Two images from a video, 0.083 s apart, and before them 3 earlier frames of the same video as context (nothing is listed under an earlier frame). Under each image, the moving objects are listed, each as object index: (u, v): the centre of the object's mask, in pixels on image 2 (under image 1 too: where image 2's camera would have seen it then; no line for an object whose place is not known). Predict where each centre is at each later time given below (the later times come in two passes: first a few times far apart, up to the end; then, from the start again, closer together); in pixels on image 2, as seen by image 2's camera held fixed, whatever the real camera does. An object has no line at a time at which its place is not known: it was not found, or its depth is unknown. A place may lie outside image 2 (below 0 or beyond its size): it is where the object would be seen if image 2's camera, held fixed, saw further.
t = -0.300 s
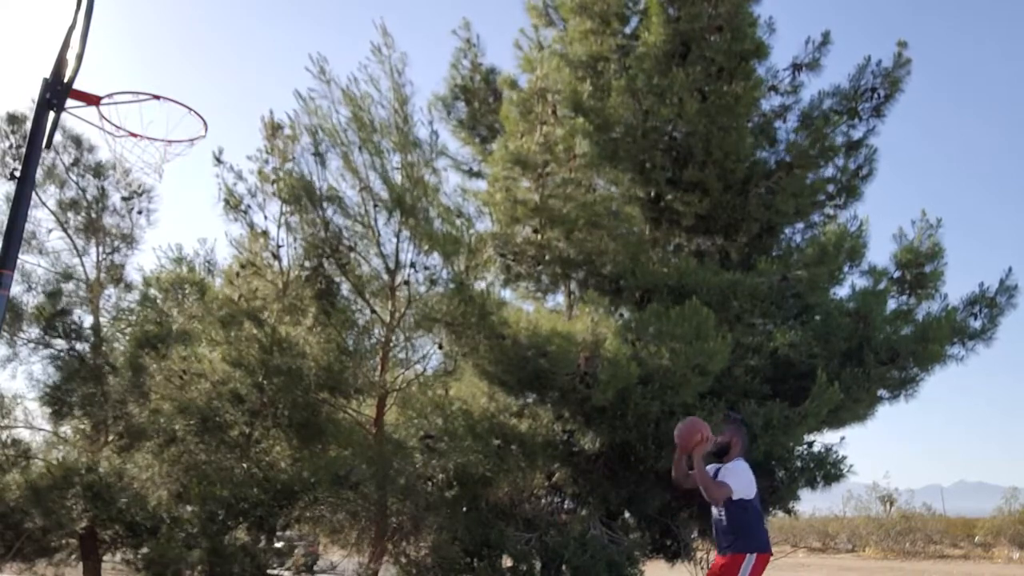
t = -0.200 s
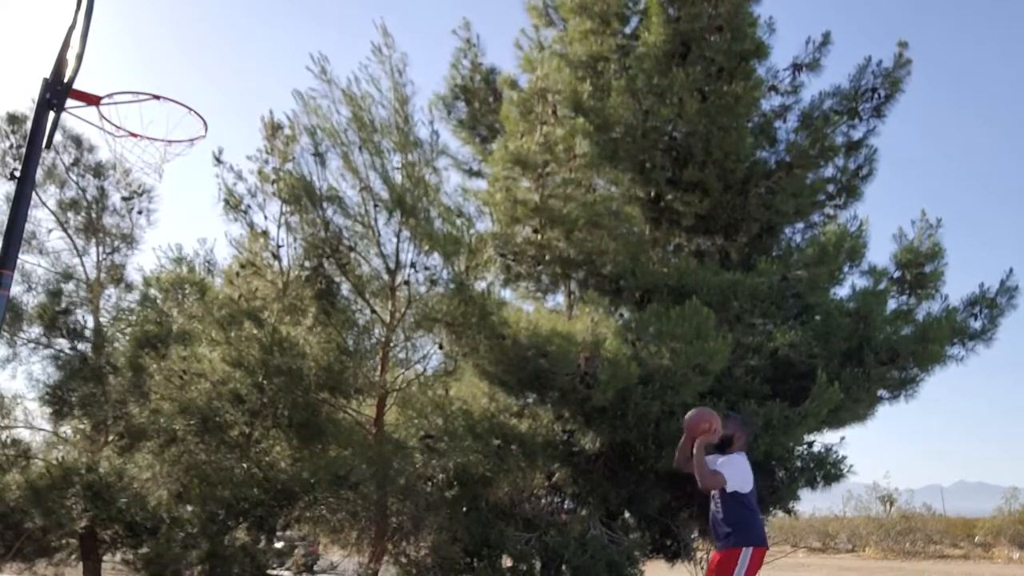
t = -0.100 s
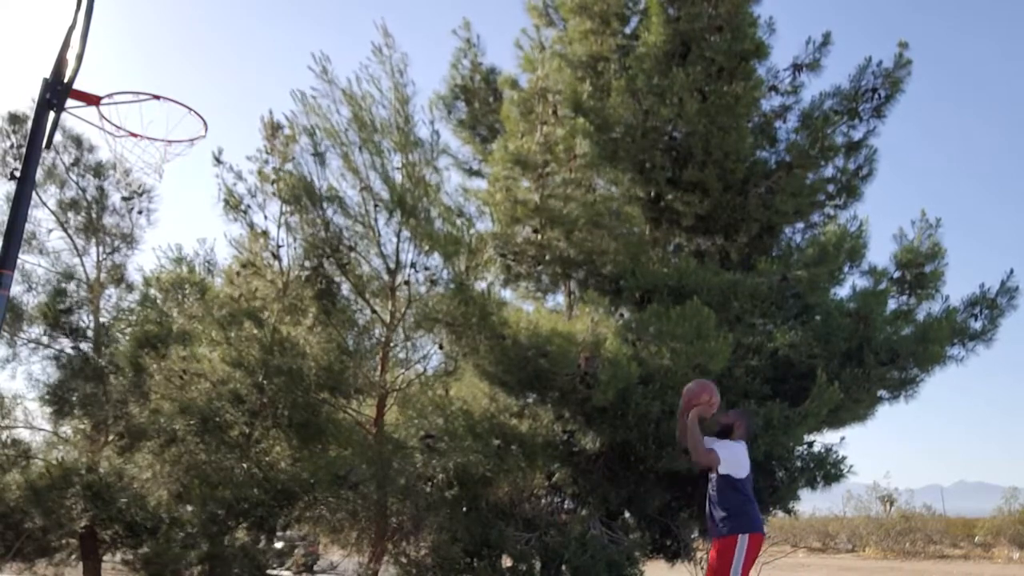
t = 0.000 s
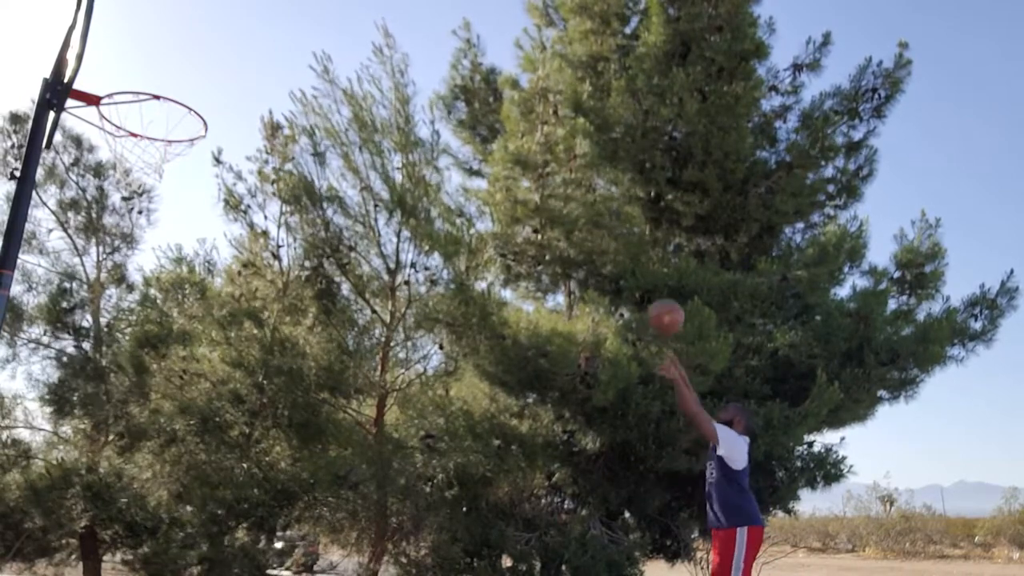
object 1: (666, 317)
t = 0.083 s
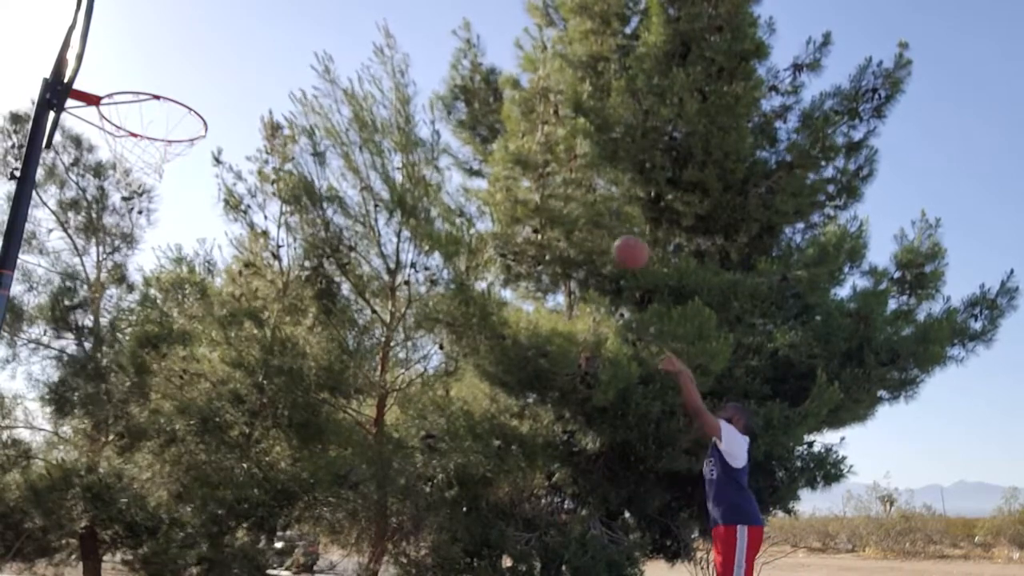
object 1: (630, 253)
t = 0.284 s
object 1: (544, 132)
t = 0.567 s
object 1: (410, 42)
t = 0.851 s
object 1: (239, 71)
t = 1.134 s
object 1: (62, 222)
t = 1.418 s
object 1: (85, 553)
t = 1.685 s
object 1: (207, 479)
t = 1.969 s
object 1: (332, 357)
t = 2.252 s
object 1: (417, 383)
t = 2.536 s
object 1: (487, 526)
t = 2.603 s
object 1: (502, 566)
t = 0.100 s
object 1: (623, 240)
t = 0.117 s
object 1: (616, 229)
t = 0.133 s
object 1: (609, 219)
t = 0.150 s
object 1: (602, 208)
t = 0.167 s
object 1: (596, 197)
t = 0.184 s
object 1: (587, 187)
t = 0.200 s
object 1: (580, 176)
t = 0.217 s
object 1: (573, 167)
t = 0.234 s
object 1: (566, 158)
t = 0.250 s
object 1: (558, 149)
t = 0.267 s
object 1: (552, 140)
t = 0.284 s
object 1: (544, 132)
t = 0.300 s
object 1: (536, 124)
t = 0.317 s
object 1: (529, 116)
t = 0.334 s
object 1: (521, 108)
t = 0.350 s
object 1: (513, 102)
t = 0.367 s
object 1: (505, 94)
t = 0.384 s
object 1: (498, 88)
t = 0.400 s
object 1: (491, 82)
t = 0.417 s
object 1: (483, 76)
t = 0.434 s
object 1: (475, 70)
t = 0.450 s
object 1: (469, 66)
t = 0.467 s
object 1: (460, 62)
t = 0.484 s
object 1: (453, 57)
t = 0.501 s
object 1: (444, 53)
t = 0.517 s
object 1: (436, 50)
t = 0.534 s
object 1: (428, 47)
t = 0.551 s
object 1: (419, 44)
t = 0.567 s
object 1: (410, 42)
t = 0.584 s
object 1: (402, 40)
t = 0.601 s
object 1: (393, 39)
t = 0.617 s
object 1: (384, 38)
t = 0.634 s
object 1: (375, 37)
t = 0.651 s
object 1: (365, 37)
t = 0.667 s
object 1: (356, 37)
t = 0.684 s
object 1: (346, 38)
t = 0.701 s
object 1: (336, 39)
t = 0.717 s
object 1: (327, 41)
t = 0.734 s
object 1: (316, 43)
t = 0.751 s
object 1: (306, 46)
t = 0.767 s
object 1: (296, 48)
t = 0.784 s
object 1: (284, 52)
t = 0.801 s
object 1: (273, 56)
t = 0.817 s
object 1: (262, 61)
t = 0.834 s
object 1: (251, 66)
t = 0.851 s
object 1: (239, 71)
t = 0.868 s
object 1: (227, 78)
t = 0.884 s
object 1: (214, 85)
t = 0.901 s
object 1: (202, 92)
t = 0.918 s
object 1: (189, 101)
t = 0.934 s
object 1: (176, 110)
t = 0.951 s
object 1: (162, 119)
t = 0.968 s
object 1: (148, 130)
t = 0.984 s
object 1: (133, 141)
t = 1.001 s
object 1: (119, 153)
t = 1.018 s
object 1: (108, 160)
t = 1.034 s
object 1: (100, 166)
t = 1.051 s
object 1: (92, 173)
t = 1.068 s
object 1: (84, 180)
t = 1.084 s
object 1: (75, 188)
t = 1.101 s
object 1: (66, 197)
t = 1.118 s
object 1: (60, 207)
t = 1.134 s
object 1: (62, 222)
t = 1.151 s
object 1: (64, 236)
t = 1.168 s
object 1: (67, 252)
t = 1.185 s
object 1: (69, 267)
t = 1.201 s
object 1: (71, 283)
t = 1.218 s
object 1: (72, 300)
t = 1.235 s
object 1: (74, 317)
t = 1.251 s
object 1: (75, 335)
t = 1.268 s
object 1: (79, 355)
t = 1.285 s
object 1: (81, 375)
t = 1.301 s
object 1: (81, 395)
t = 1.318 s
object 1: (82, 416)
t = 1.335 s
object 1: (82, 439)
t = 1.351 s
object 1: (83, 462)
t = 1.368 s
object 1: (83, 484)
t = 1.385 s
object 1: (84, 509)
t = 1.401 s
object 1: (84, 532)
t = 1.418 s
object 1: (85, 553)
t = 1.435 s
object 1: (88, 566)
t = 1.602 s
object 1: (160, 553)
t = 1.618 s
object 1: (170, 539)
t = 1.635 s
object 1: (180, 523)
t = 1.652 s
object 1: (190, 507)
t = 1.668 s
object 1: (200, 493)
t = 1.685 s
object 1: (207, 479)
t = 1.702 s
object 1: (217, 466)
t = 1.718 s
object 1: (226, 453)
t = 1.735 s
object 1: (233, 442)
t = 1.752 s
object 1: (242, 431)
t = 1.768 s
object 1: (249, 422)
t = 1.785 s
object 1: (257, 413)
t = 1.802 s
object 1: (266, 404)
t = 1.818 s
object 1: (272, 397)
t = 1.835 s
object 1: (280, 390)
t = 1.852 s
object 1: (285, 385)
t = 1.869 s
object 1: (292, 379)
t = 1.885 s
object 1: (301, 374)
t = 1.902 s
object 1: (305, 371)
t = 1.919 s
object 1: (313, 366)
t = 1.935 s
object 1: (318, 363)
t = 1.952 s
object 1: (326, 360)
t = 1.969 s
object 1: (332, 357)
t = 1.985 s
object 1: (337, 356)
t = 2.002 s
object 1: (343, 354)
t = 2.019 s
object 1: (348, 353)
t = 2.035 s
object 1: (353, 352)
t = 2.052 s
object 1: (360, 352)
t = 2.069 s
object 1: (365, 353)
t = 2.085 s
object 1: (370, 353)
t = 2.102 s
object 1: (375, 354)
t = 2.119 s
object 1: (380, 356)
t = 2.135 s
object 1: (385, 358)
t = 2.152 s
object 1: (389, 360)
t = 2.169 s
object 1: (395, 363)
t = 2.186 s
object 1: (399, 366)
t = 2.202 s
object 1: (403, 370)
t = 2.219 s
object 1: (408, 374)
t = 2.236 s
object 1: (414, 378)
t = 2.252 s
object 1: (417, 383)
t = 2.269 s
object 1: (422, 389)
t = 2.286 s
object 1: (428, 394)
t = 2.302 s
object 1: (431, 401)
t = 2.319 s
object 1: (436, 406)
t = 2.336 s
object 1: (441, 415)
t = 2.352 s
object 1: (443, 419)
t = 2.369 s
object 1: (449, 428)
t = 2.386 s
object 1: (452, 435)
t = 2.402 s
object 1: (456, 445)
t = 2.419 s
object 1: (461, 454)
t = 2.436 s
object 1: (465, 463)
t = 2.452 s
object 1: (468, 472)
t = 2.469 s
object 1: (472, 481)
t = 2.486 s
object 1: (476, 493)
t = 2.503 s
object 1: (479, 503)
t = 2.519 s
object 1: (483, 514)
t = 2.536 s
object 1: (487, 526)
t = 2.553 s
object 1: (491, 537)
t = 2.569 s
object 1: (493, 549)
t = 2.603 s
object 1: (502, 566)
